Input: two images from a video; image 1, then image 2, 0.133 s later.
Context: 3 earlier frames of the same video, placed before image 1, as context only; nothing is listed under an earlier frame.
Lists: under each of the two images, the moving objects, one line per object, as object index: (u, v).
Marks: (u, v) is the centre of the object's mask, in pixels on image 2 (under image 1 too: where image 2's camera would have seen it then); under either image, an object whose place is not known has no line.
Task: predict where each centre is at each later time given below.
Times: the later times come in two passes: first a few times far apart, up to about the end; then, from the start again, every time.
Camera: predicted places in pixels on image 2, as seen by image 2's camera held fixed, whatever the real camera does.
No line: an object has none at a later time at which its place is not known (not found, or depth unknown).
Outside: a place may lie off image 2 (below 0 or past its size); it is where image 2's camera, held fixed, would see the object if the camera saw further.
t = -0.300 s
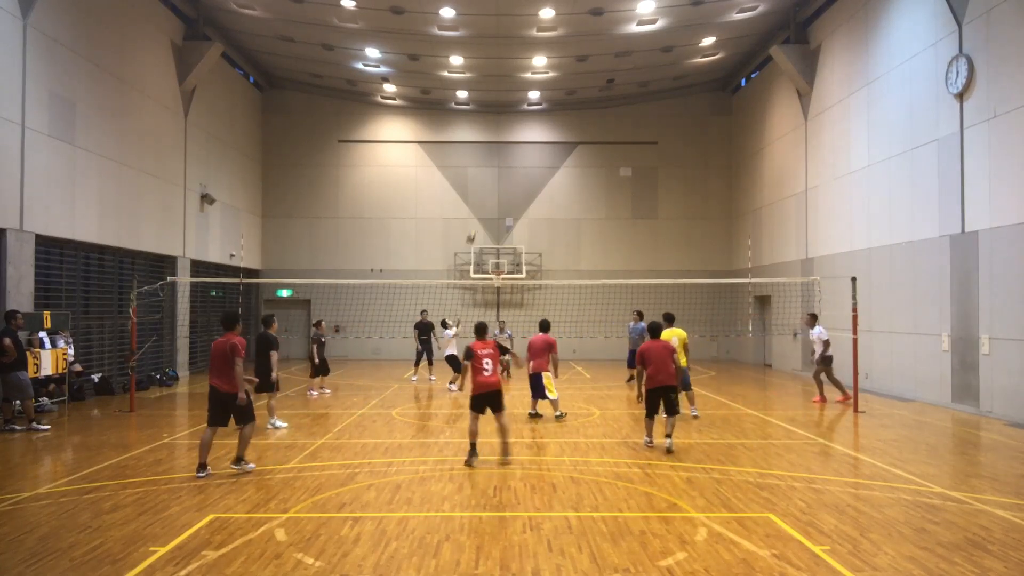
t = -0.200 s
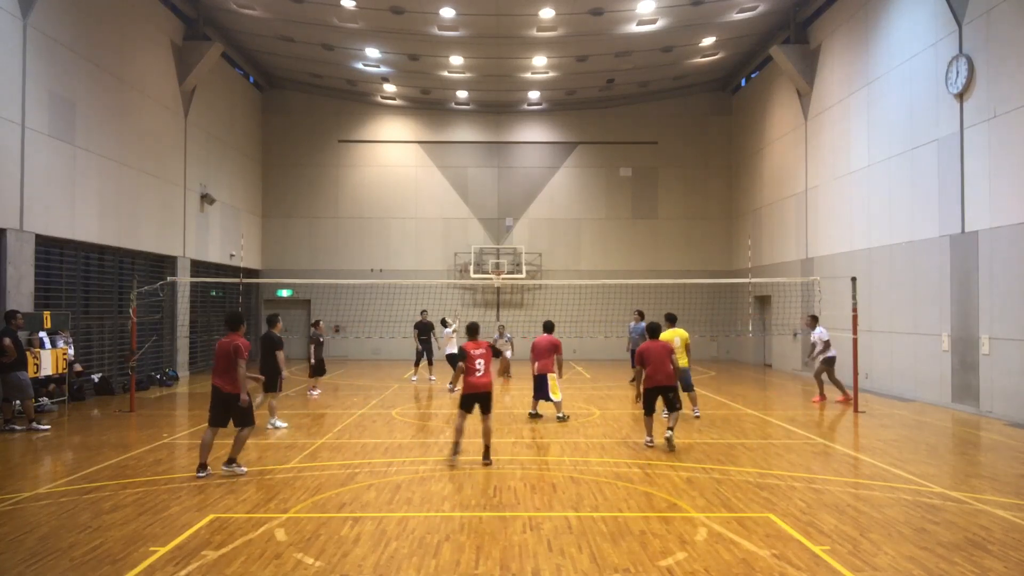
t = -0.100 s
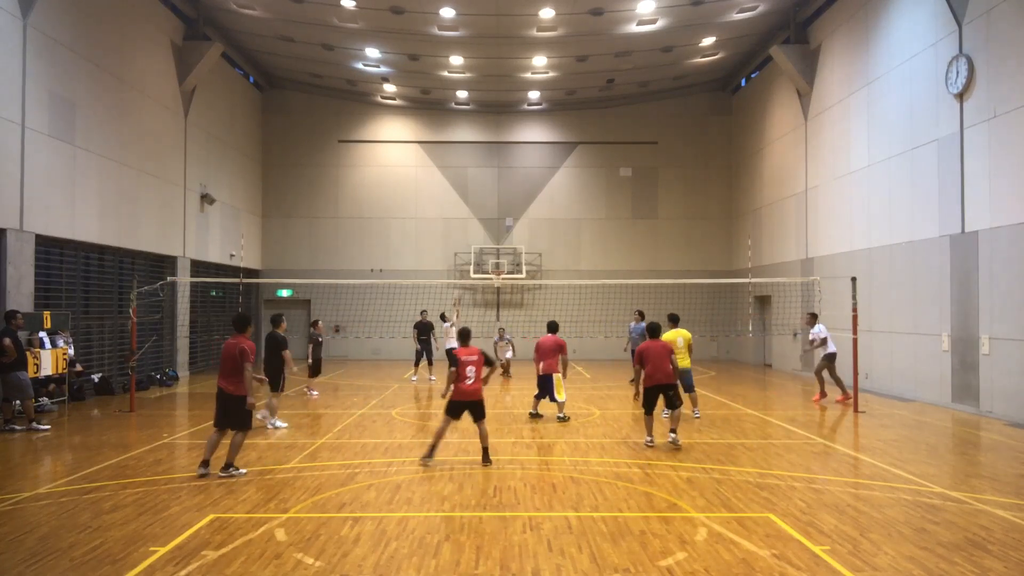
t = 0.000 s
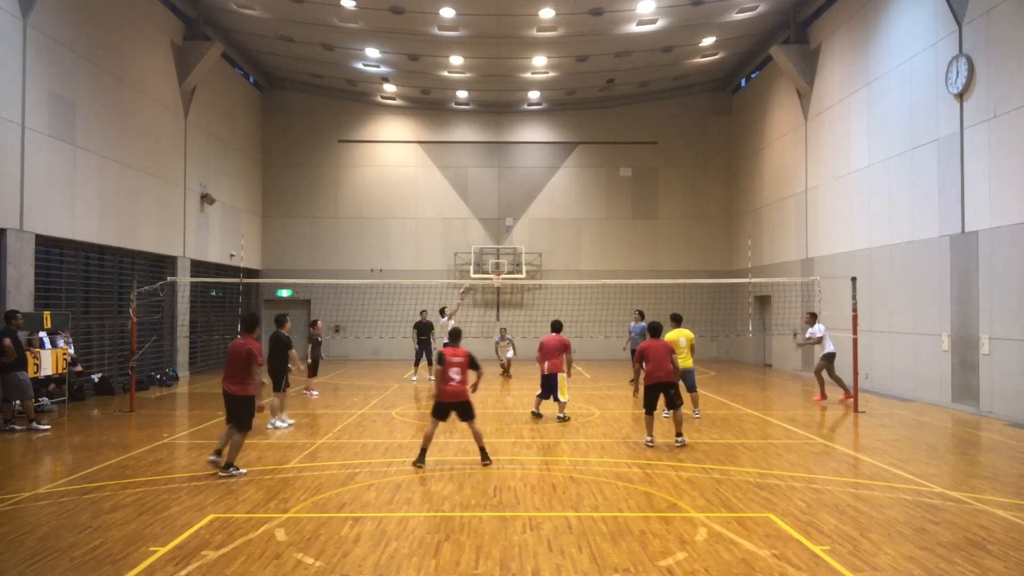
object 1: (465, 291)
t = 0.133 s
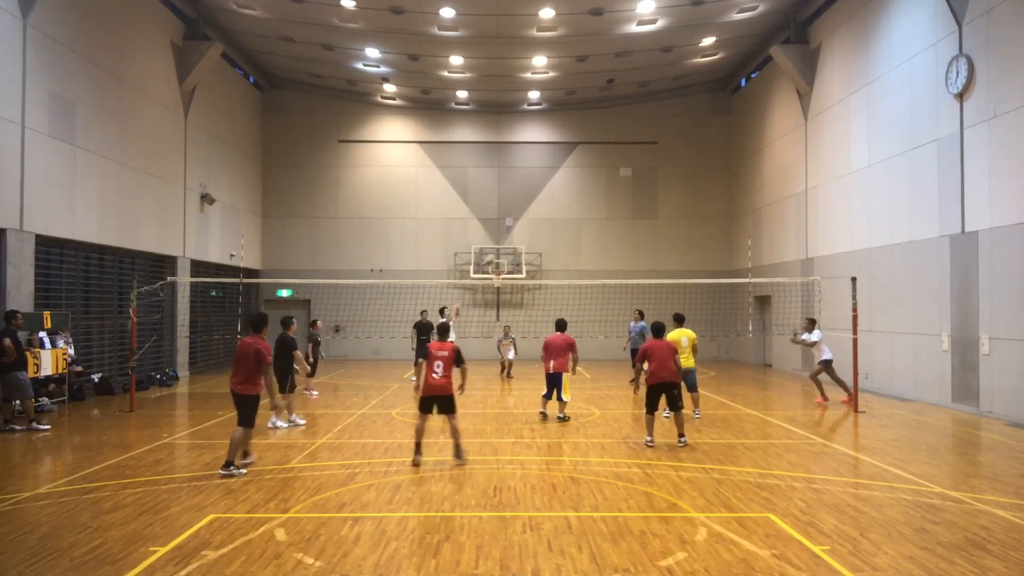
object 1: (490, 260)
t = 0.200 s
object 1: (500, 249)
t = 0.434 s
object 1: (542, 225)
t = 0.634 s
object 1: (578, 224)
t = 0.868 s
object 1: (621, 247)
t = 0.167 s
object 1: (495, 253)
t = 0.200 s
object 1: (500, 249)
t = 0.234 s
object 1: (507, 243)
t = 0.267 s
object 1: (512, 239)
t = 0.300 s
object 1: (518, 235)
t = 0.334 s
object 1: (525, 232)
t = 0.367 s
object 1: (530, 229)
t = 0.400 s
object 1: (536, 227)
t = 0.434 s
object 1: (542, 225)
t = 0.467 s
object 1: (548, 223)
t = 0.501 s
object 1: (554, 223)
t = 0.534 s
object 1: (560, 222)
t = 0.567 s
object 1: (566, 222)
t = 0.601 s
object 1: (572, 223)
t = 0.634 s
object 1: (578, 224)
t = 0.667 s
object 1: (585, 225)
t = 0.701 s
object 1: (590, 228)
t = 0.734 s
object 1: (596, 231)
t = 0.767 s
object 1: (603, 233)
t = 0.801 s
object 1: (609, 237)
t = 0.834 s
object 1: (615, 242)
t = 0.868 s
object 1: (621, 247)
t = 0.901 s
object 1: (627, 253)
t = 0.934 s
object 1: (632, 259)
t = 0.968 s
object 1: (639, 266)
